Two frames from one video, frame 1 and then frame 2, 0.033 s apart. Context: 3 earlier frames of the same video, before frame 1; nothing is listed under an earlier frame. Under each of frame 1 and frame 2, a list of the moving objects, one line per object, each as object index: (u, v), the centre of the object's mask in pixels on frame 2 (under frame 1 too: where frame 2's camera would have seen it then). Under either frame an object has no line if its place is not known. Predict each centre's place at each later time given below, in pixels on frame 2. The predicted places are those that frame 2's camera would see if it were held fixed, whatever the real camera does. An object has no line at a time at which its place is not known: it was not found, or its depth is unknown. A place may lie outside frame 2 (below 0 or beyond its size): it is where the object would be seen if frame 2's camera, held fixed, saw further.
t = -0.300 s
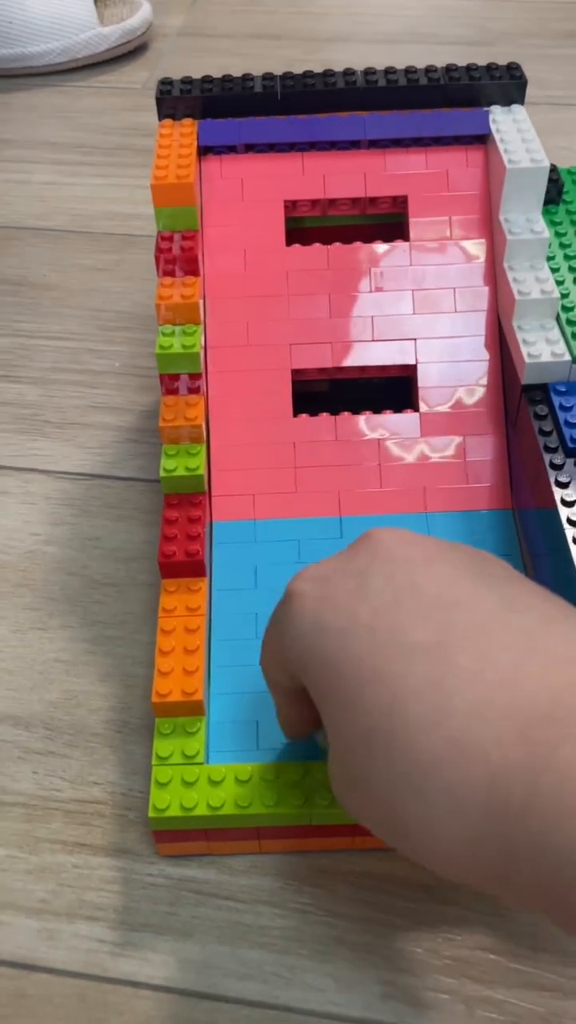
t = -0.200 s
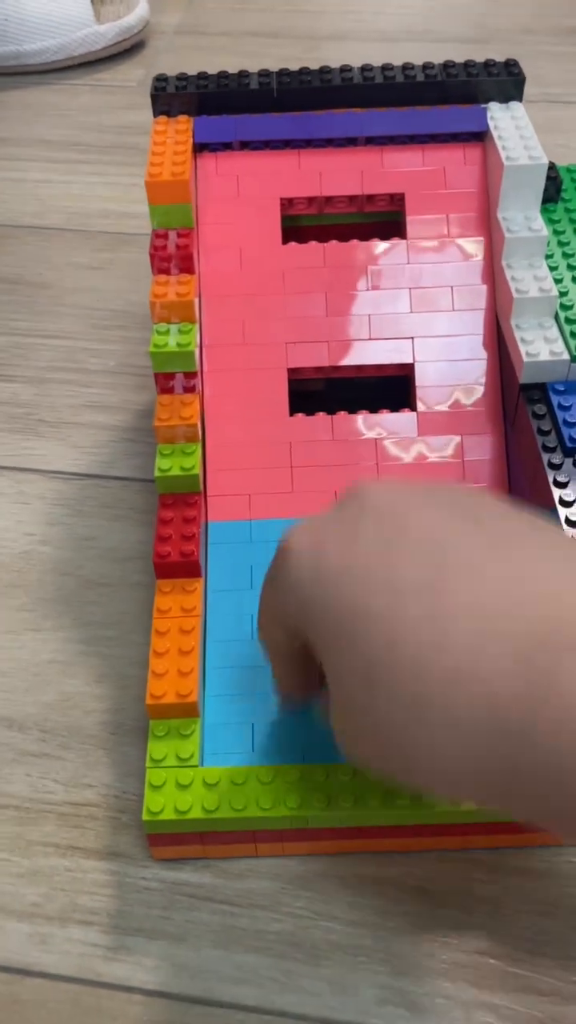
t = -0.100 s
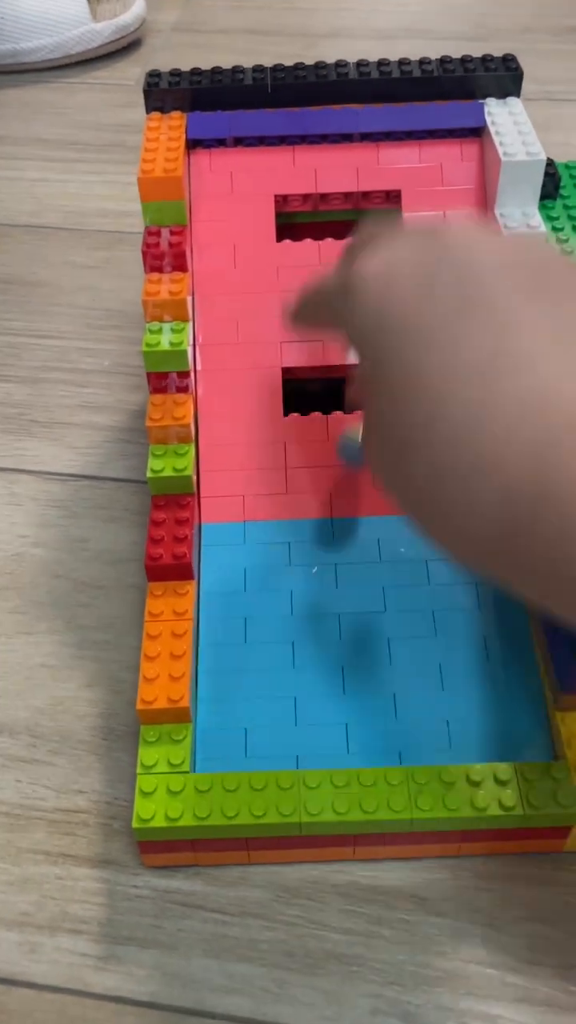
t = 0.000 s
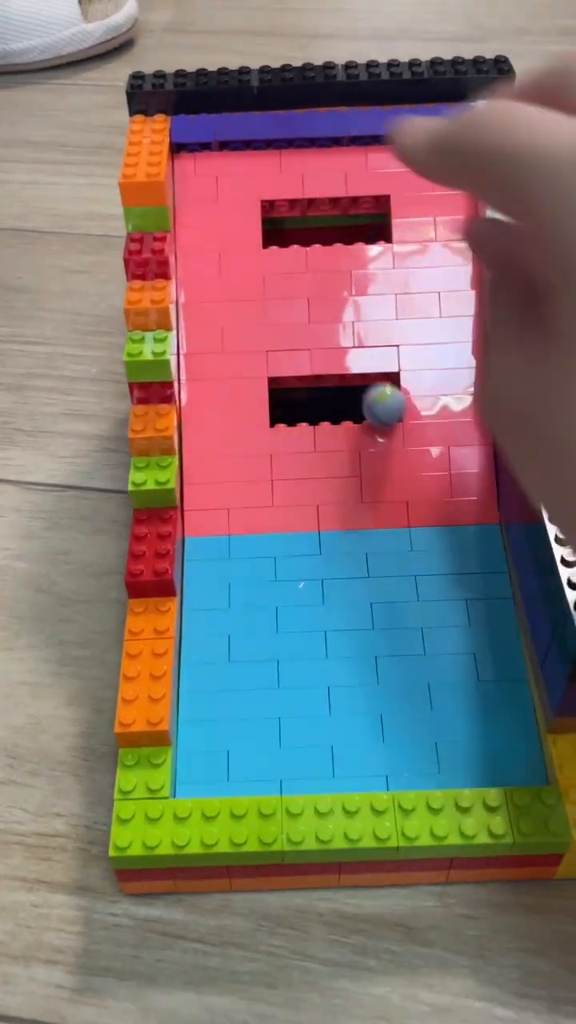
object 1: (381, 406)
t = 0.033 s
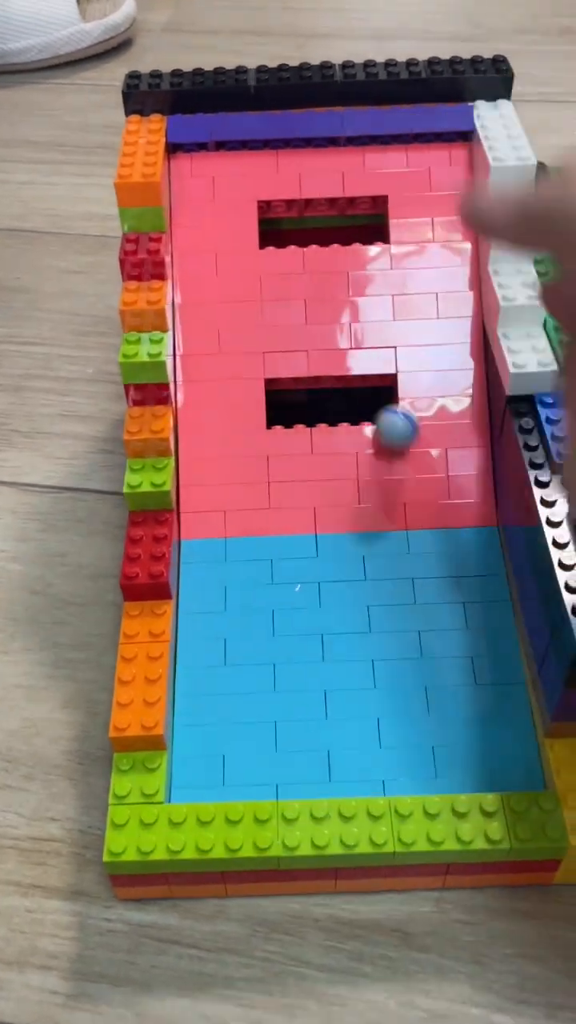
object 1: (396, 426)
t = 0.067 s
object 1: (413, 458)
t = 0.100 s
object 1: (430, 501)
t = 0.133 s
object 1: (447, 544)
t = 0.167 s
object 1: (468, 585)
